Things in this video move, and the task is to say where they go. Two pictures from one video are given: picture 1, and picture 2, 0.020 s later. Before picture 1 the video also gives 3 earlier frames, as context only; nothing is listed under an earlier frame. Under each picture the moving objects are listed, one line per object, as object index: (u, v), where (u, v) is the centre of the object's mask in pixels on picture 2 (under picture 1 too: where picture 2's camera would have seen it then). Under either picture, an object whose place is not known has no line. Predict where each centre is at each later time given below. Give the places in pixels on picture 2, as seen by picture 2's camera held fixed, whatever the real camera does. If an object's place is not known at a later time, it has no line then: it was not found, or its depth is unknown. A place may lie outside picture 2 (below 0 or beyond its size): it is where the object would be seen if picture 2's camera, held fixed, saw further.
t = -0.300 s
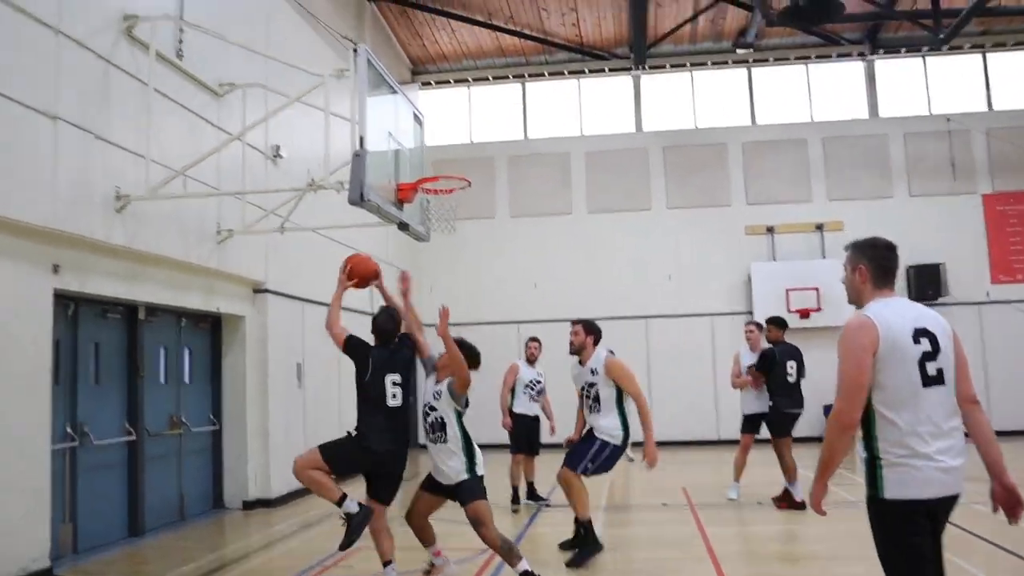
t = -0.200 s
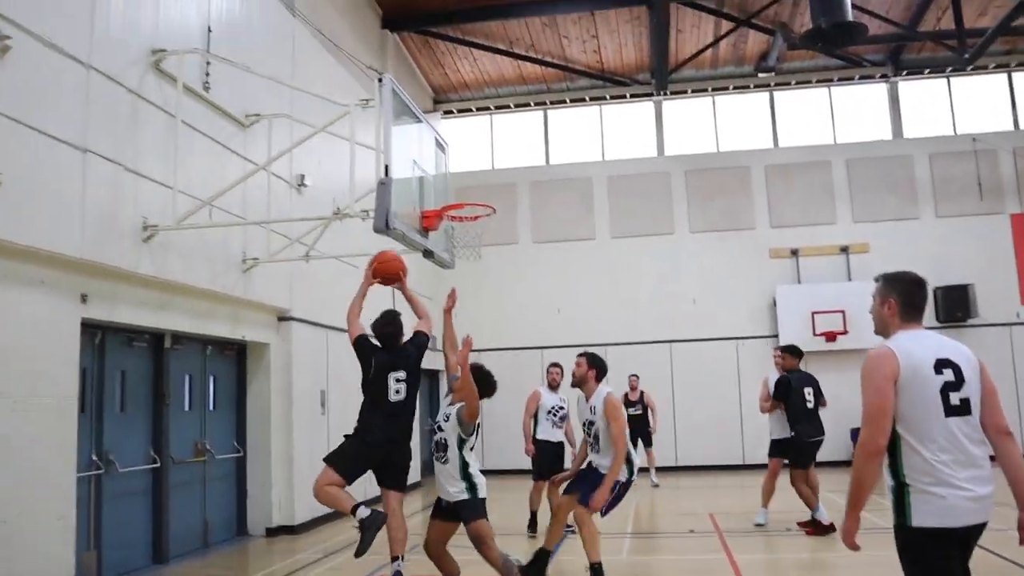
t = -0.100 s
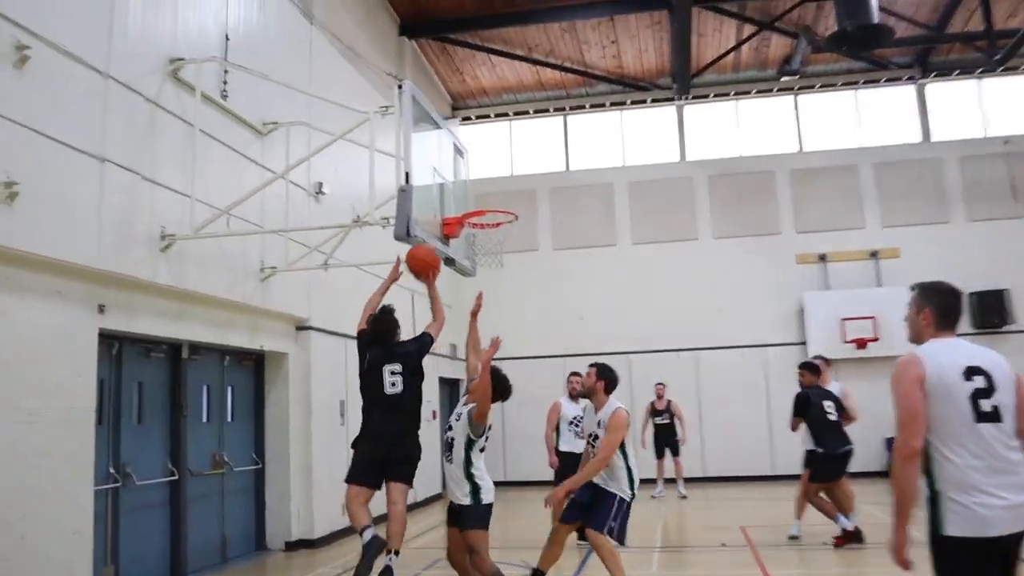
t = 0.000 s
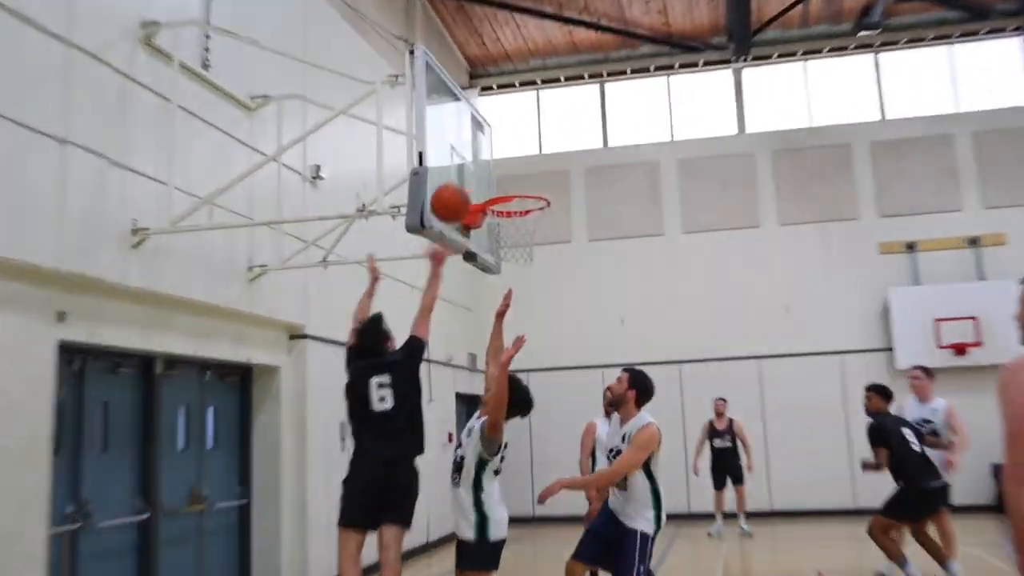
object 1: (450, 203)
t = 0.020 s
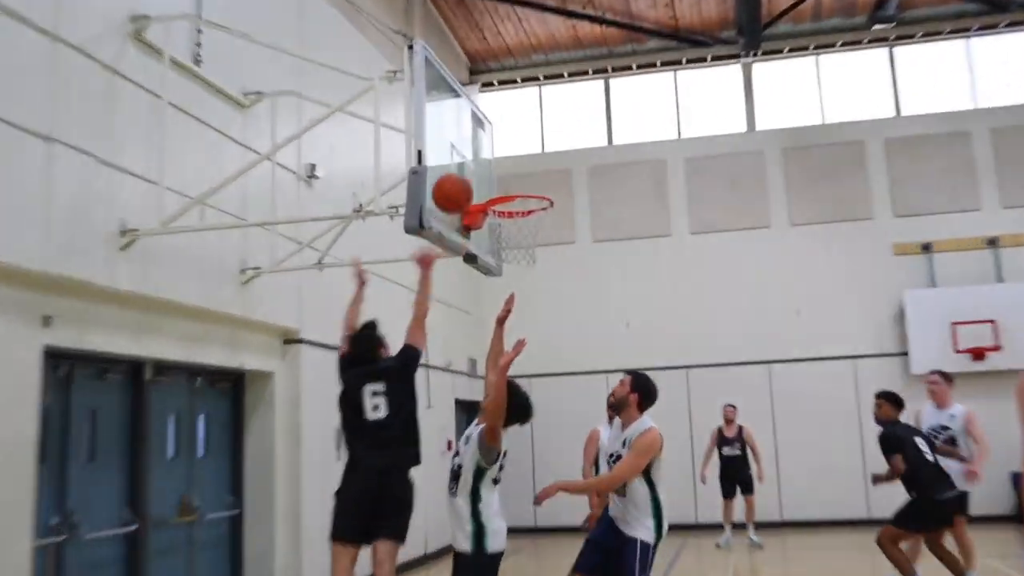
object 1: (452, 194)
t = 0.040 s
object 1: (455, 185)
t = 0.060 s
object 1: (459, 177)
